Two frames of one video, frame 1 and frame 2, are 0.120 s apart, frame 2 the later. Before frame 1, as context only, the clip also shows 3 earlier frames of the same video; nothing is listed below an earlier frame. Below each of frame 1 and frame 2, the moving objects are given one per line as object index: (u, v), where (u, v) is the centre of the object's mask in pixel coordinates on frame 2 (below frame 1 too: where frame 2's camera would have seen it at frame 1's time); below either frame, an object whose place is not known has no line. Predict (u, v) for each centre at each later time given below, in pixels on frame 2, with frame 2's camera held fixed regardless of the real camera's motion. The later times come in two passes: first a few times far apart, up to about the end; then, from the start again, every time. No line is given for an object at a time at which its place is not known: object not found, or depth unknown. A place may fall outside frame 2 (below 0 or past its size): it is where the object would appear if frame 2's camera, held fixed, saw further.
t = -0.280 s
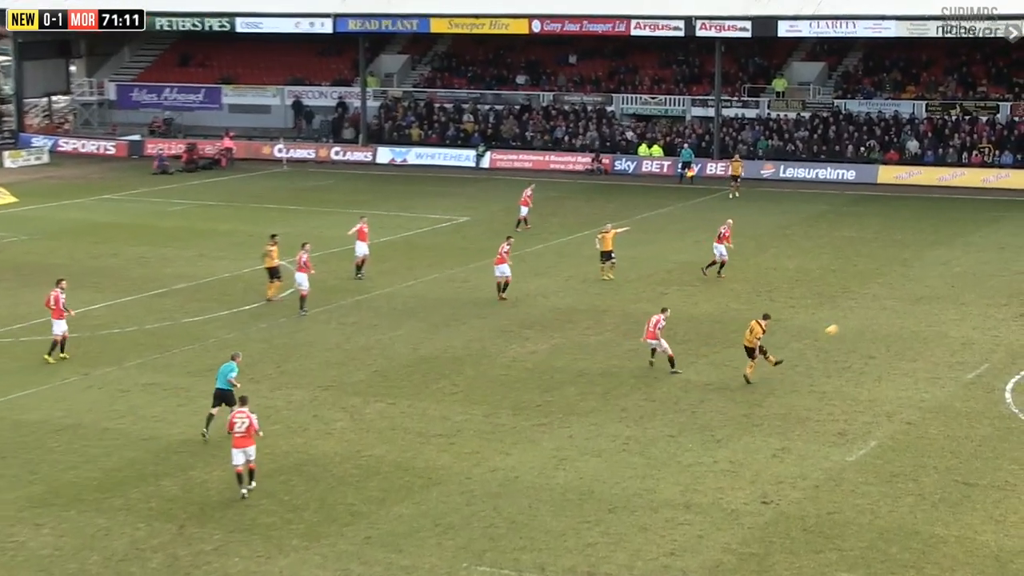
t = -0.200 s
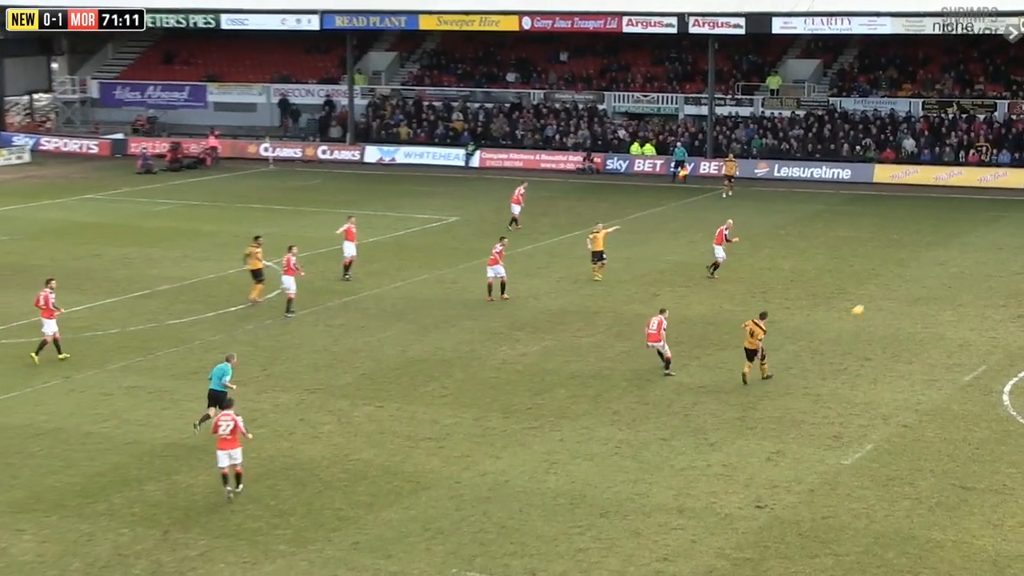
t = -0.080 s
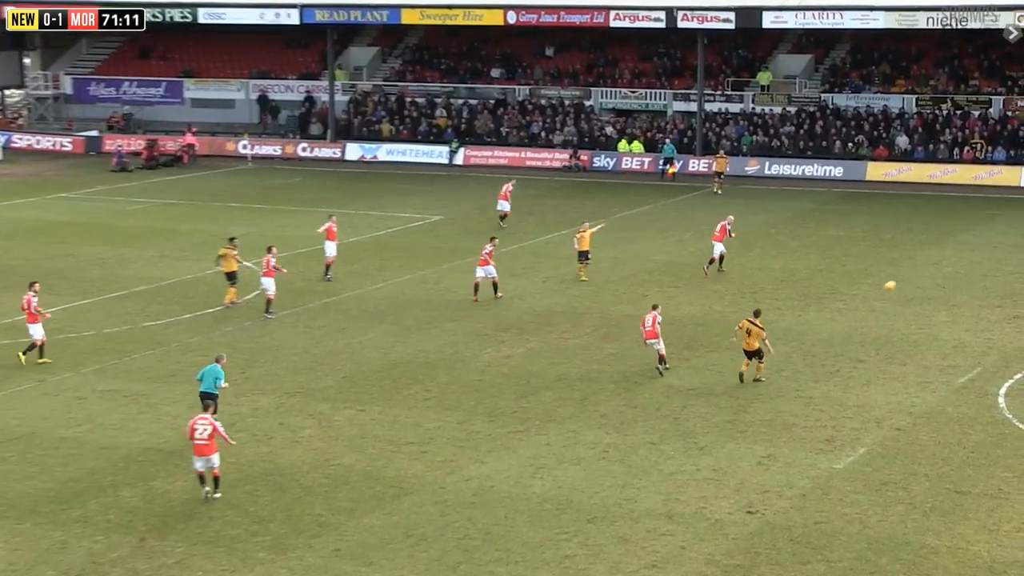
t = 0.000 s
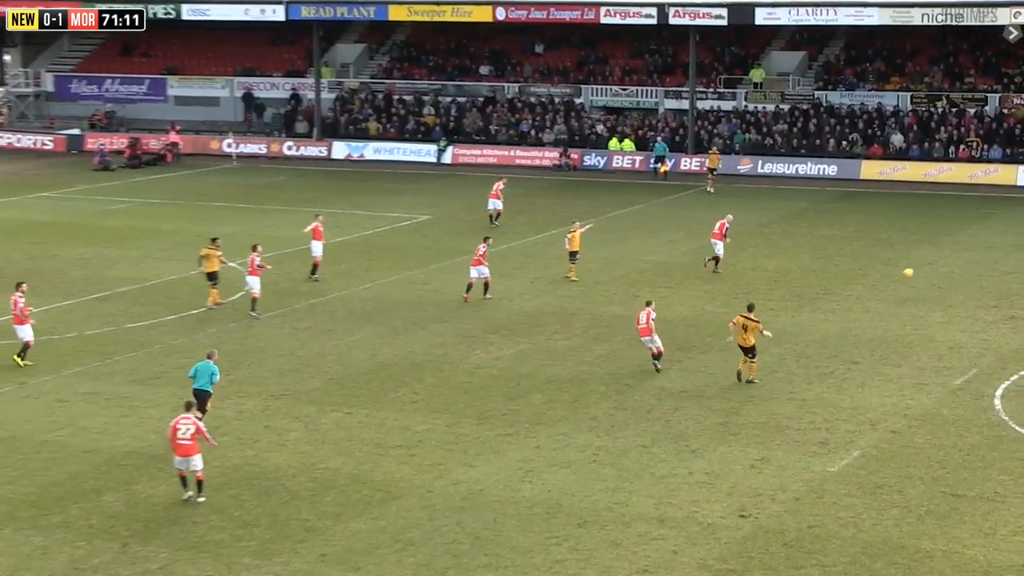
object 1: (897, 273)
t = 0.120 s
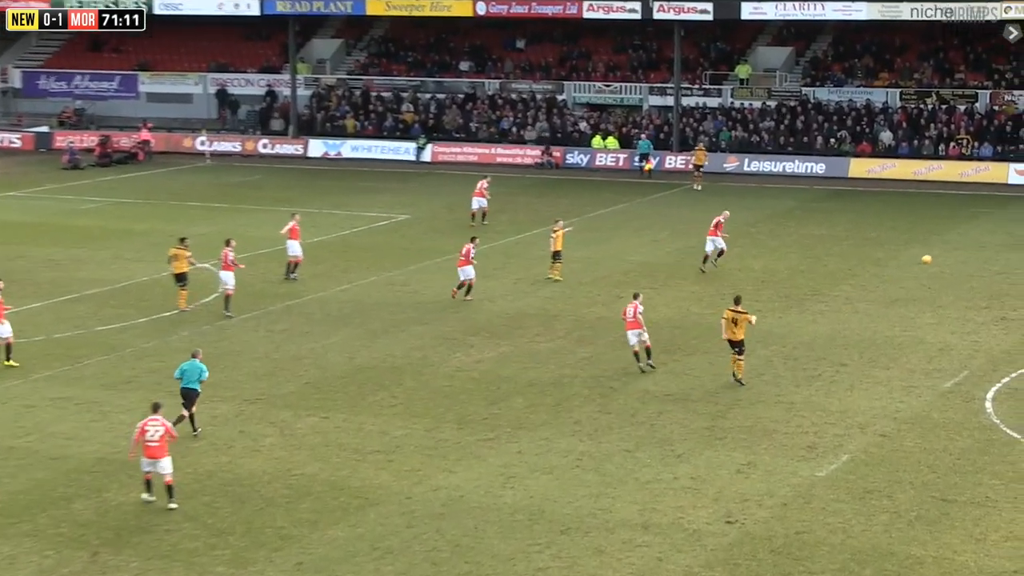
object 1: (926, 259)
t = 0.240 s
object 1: (950, 252)
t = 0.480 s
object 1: (982, 255)
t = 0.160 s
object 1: (935, 256)
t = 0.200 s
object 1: (943, 254)
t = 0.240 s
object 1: (950, 252)
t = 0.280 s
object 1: (957, 251)
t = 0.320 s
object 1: (963, 251)
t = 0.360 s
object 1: (968, 251)
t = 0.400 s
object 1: (973, 252)
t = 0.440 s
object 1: (977, 253)
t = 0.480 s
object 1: (982, 255)
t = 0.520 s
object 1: (986, 258)
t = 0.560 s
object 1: (989, 262)
